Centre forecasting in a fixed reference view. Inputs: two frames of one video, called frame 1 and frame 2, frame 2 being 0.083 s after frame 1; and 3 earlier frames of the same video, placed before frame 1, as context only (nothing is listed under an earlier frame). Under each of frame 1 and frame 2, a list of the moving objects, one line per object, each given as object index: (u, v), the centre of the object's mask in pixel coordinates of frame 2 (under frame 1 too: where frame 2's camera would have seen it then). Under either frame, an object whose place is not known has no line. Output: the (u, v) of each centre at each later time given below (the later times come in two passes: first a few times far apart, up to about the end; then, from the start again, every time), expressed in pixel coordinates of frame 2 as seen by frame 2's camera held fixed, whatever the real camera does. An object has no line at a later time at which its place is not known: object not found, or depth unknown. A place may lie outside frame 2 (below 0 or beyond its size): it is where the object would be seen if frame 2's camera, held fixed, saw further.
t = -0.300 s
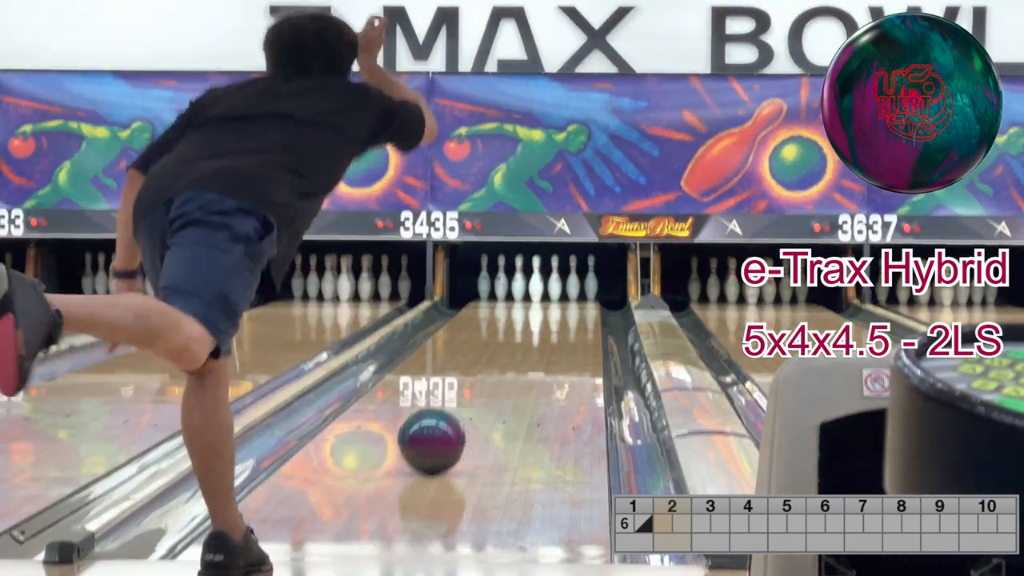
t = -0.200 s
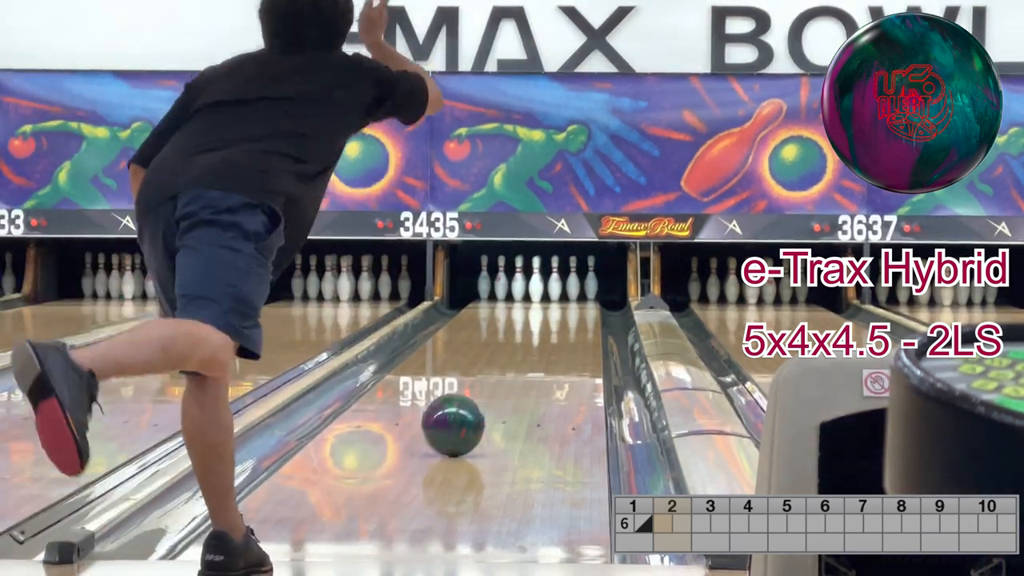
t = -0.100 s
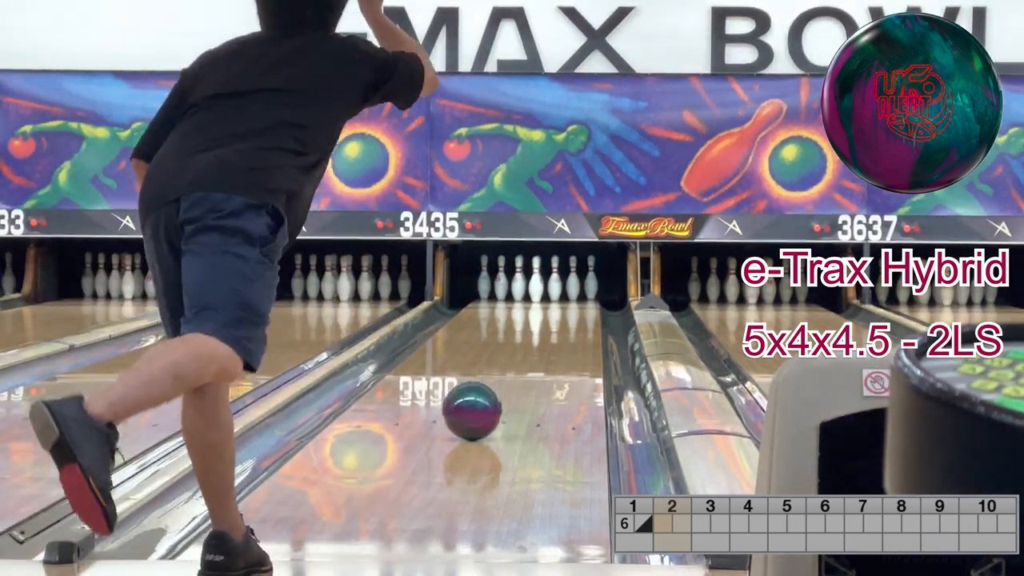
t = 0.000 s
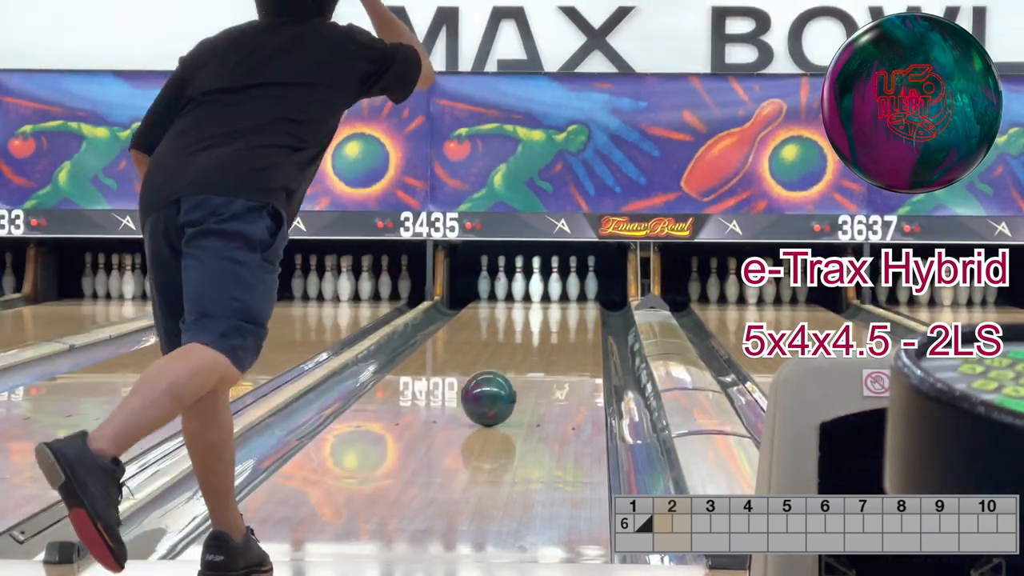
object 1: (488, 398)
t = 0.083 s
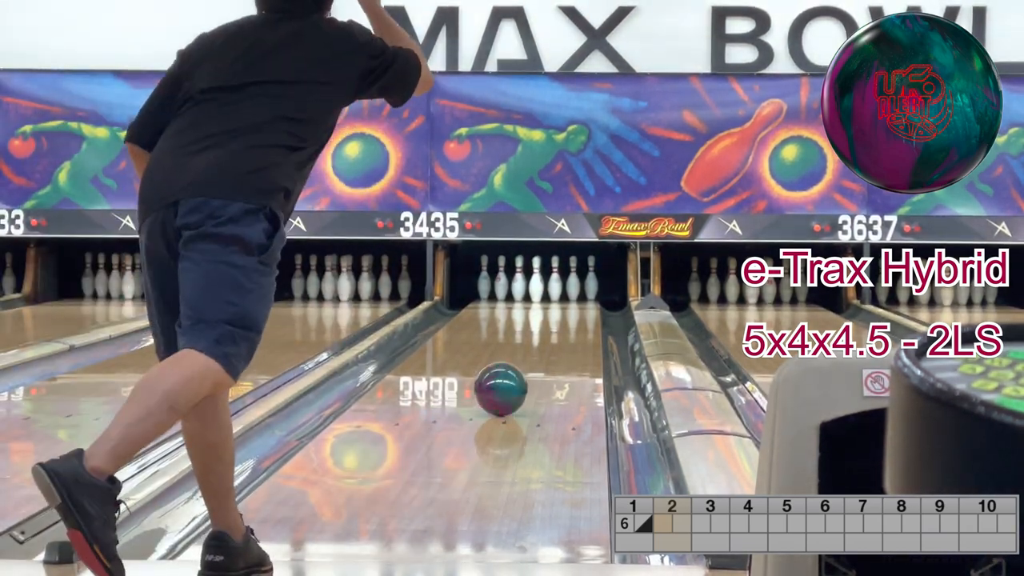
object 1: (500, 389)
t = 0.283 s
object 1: (525, 370)
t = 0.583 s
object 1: (553, 348)
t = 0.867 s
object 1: (571, 333)
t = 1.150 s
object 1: (581, 319)
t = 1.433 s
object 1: (584, 309)
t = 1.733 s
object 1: (577, 301)
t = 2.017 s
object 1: (562, 294)
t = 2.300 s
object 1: (554, 289)
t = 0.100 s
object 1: (503, 387)
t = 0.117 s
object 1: (505, 385)
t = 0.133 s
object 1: (507, 384)
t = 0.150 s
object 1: (509, 382)
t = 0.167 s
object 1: (511, 380)
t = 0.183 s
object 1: (513, 379)
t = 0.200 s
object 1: (515, 377)
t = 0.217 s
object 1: (517, 376)
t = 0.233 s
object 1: (519, 374)
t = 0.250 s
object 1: (521, 373)
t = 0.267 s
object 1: (523, 371)
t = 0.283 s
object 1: (525, 370)
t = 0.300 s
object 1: (527, 369)
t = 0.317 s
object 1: (528, 367)
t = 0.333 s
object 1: (530, 366)
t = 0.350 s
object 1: (532, 364)
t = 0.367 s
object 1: (534, 363)
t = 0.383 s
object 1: (535, 362)
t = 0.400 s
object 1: (537, 360)
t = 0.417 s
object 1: (538, 359)
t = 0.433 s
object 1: (540, 358)
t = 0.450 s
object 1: (542, 357)
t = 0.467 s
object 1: (543, 355)
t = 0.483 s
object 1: (545, 354)
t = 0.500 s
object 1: (546, 353)
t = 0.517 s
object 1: (548, 352)
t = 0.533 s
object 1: (549, 351)
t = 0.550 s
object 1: (550, 350)
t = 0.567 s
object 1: (552, 349)
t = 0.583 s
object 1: (553, 348)
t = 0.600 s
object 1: (554, 347)
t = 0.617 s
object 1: (555, 346)
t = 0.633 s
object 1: (556, 345)
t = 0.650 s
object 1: (558, 344)
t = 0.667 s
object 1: (559, 343)
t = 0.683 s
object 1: (560, 342)
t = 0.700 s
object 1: (561, 341)
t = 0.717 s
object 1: (562, 340)
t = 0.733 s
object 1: (563, 339)
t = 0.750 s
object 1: (564, 338)
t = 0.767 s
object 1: (565, 338)
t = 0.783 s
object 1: (566, 337)
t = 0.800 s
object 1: (567, 336)
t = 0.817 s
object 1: (568, 335)
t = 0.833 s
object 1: (569, 334)
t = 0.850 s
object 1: (570, 333)
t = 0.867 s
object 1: (571, 333)
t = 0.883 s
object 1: (572, 332)
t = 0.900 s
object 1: (572, 331)
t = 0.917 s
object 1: (573, 330)
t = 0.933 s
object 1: (574, 329)
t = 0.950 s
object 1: (575, 328)
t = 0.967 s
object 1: (575, 327)
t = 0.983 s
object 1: (576, 327)
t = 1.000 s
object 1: (576, 326)
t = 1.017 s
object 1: (577, 325)
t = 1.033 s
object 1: (577, 324)
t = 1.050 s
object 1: (578, 324)
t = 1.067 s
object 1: (579, 323)
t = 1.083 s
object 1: (579, 322)
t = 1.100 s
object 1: (580, 322)
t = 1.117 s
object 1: (580, 321)
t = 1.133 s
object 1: (581, 320)
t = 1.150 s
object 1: (581, 319)
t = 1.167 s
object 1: (581, 319)
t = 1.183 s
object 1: (582, 318)
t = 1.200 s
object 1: (582, 317)
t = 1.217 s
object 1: (582, 316)
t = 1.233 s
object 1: (583, 316)
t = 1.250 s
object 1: (583, 315)
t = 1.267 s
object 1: (583, 314)
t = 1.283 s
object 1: (583, 314)
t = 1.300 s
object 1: (583, 313)
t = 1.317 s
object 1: (583, 313)
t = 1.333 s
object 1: (584, 313)
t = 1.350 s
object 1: (584, 312)
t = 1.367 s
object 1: (584, 311)
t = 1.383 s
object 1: (584, 311)
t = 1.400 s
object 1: (584, 311)
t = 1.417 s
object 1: (584, 310)
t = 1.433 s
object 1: (584, 309)
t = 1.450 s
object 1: (584, 309)
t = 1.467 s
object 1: (584, 308)
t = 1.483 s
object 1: (583, 308)
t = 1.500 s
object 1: (583, 308)
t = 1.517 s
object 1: (583, 307)
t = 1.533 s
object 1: (583, 306)
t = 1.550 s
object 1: (583, 306)
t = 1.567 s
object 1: (582, 306)
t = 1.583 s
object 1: (582, 305)
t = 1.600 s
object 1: (581, 304)
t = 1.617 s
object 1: (581, 304)
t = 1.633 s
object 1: (581, 304)
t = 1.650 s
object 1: (580, 303)
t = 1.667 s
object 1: (580, 302)
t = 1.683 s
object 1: (579, 302)
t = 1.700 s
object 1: (579, 301)
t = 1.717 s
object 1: (578, 301)
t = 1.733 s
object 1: (577, 301)
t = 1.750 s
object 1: (576, 300)
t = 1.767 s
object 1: (575, 300)
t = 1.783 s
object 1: (575, 299)
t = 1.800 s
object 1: (574, 299)
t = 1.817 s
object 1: (573, 298)
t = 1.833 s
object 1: (572, 298)
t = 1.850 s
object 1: (571, 298)
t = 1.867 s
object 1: (570, 297)
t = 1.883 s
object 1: (569, 297)
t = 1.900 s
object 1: (568, 296)
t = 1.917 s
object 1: (567, 296)
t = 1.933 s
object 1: (566, 295)
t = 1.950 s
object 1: (565, 295)
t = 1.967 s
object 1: (564, 295)
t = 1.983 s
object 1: (564, 294)
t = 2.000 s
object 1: (563, 294)
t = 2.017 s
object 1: (562, 294)
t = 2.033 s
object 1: (561, 293)
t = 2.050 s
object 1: (560, 293)
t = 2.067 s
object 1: (559, 292)
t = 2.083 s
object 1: (558, 292)
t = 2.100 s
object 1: (558, 292)
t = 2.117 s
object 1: (557, 291)
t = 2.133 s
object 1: (556, 291)
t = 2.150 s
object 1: (555, 291)
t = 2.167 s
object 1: (554, 290)
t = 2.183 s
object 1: (553, 290)
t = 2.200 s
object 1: (552, 290)
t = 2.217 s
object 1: (552, 290)
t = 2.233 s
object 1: (553, 290)
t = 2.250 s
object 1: (553, 289)
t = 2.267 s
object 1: (554, 289)
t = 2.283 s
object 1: (554, 289)
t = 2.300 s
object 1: (554, 289)
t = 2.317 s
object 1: (555, 289)
